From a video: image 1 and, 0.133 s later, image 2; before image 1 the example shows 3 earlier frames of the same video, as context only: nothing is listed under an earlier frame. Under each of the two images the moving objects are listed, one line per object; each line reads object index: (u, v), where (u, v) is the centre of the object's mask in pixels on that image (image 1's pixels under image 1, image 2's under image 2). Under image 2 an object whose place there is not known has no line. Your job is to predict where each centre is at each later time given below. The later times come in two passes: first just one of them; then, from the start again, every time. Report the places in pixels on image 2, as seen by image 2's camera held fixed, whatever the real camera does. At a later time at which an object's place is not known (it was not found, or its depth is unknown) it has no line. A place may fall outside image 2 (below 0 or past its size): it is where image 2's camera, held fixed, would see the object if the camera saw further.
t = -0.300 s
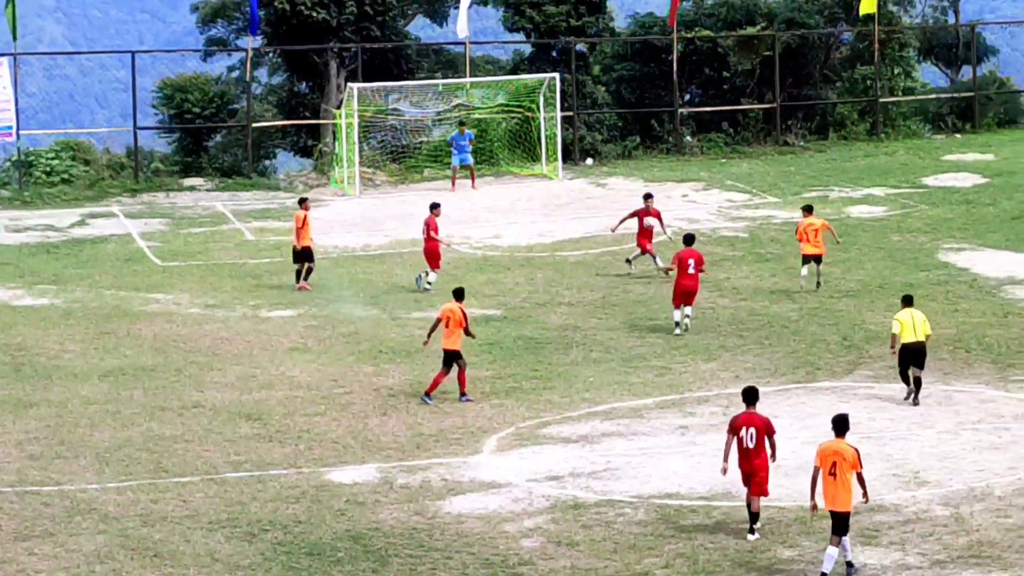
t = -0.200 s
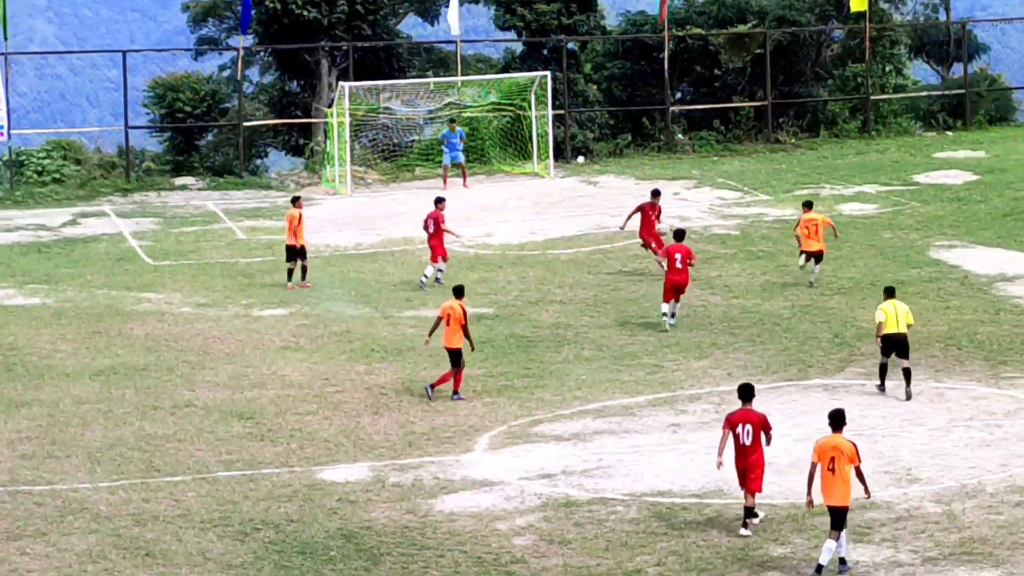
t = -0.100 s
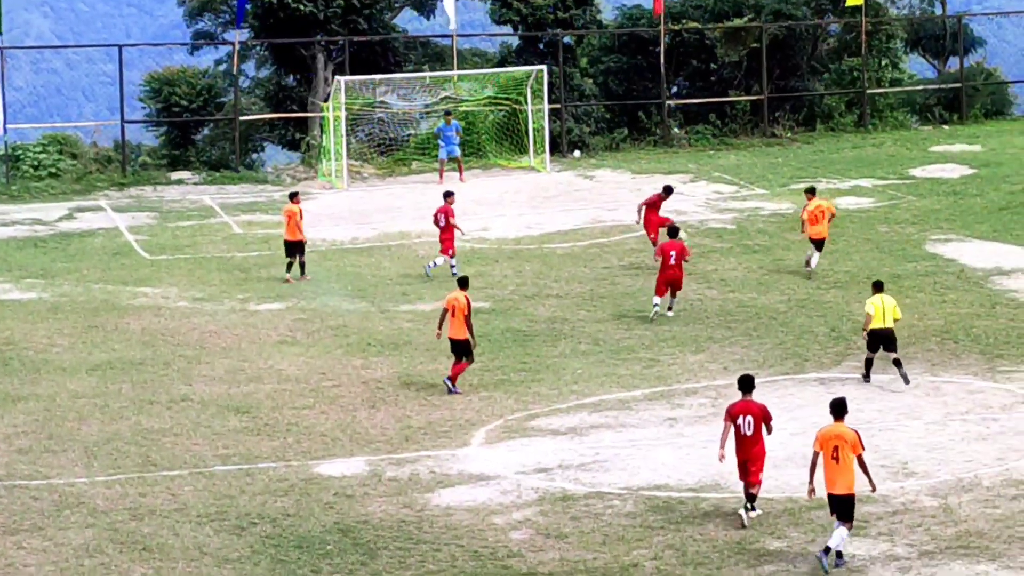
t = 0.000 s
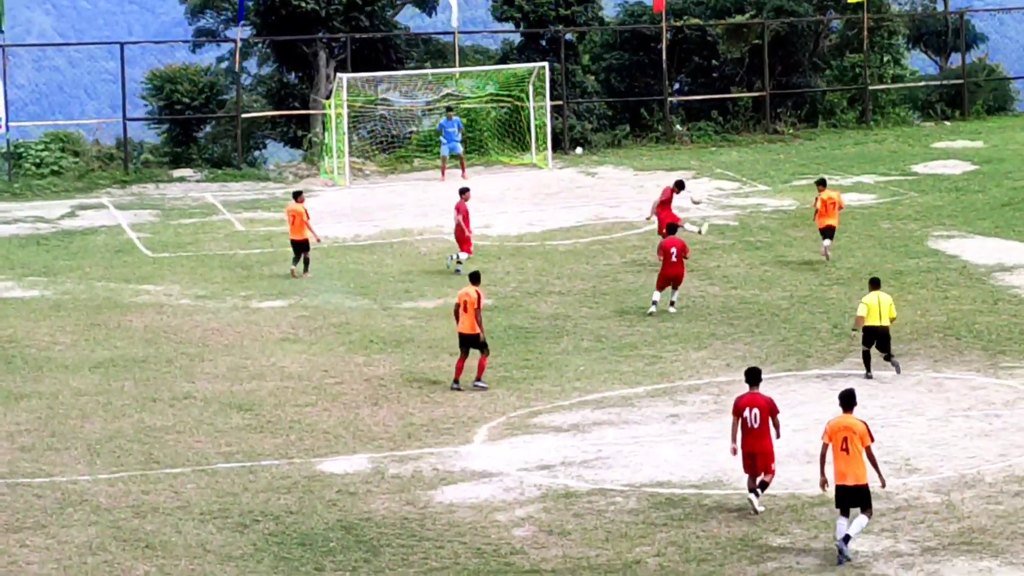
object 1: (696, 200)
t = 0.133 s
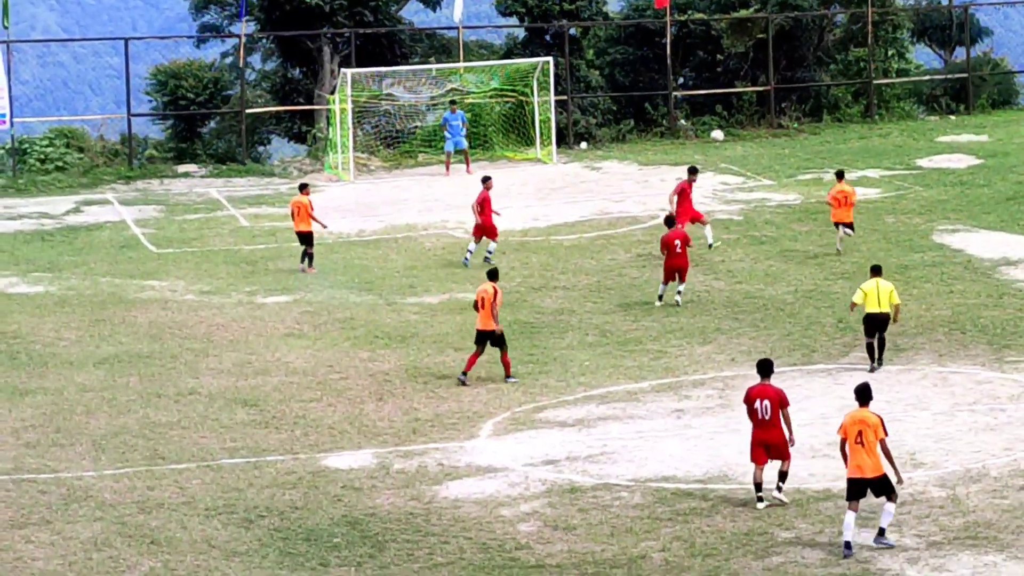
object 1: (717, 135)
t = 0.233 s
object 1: (729, 98)
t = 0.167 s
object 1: (720, 123)
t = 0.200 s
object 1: (724, 111)
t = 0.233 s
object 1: (729, 98)
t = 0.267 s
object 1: (732, 85)
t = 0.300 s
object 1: (735, 76)
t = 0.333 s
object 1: (738, 66)
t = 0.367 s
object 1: (740, 56)
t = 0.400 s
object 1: (741, 49)
